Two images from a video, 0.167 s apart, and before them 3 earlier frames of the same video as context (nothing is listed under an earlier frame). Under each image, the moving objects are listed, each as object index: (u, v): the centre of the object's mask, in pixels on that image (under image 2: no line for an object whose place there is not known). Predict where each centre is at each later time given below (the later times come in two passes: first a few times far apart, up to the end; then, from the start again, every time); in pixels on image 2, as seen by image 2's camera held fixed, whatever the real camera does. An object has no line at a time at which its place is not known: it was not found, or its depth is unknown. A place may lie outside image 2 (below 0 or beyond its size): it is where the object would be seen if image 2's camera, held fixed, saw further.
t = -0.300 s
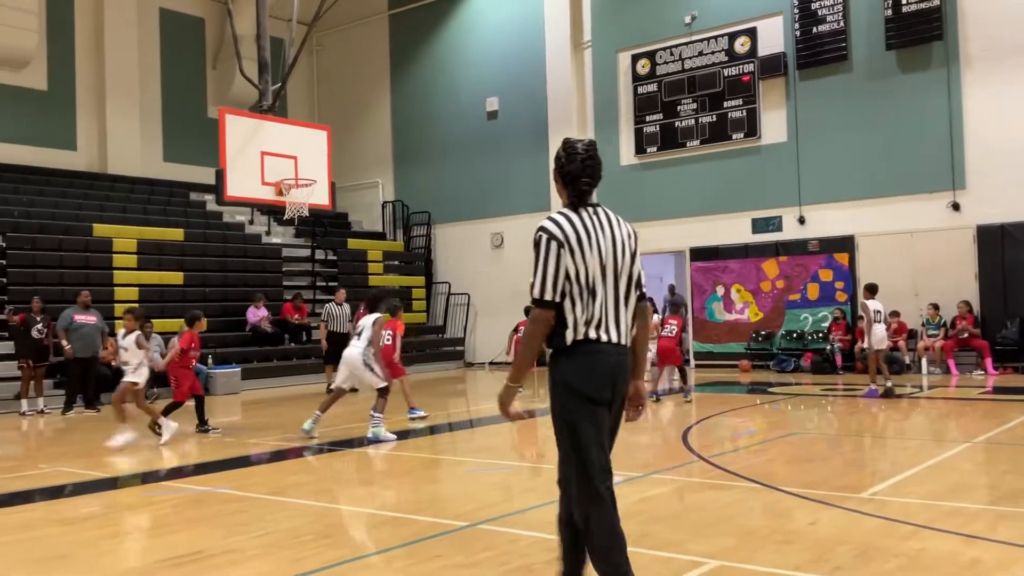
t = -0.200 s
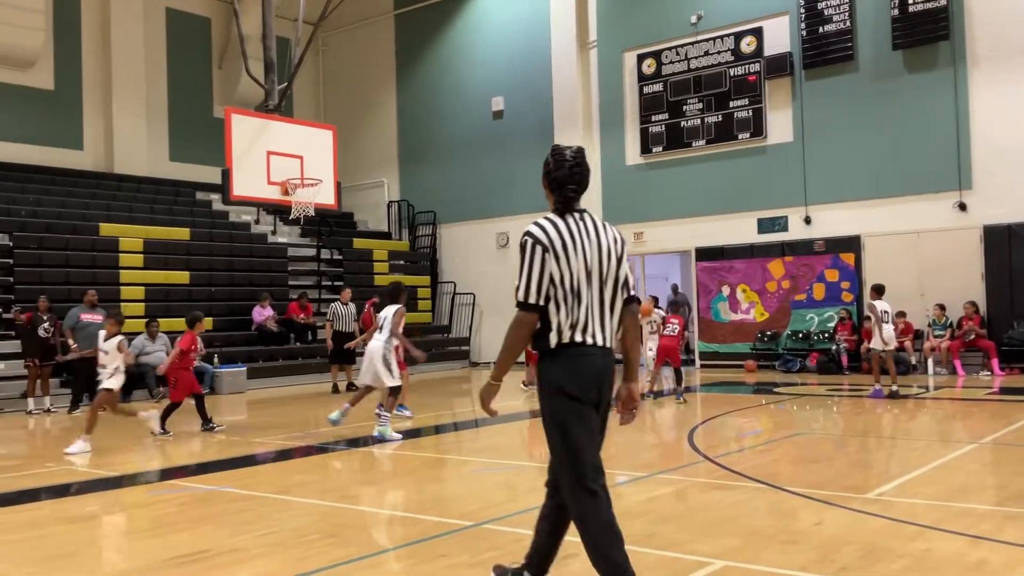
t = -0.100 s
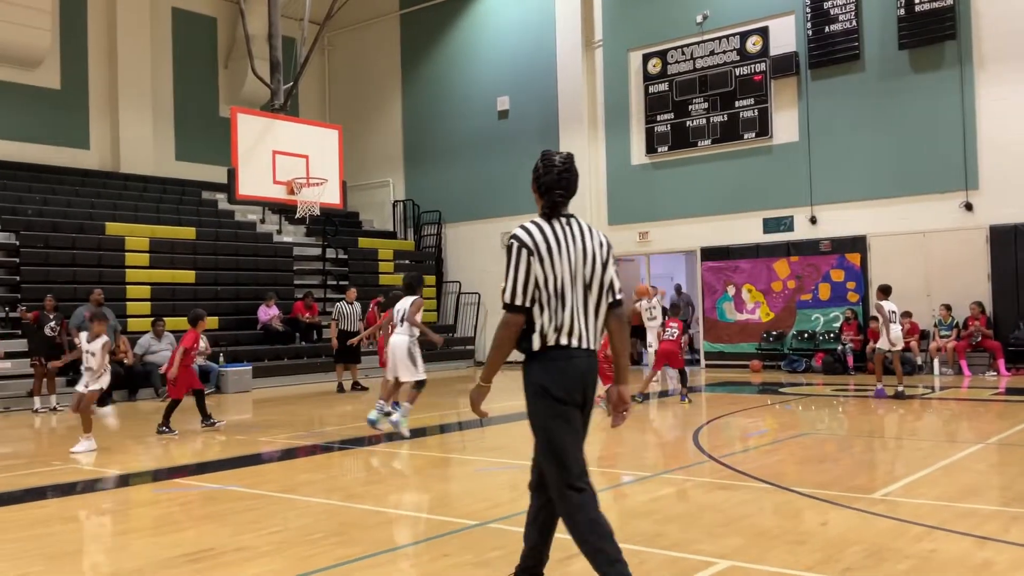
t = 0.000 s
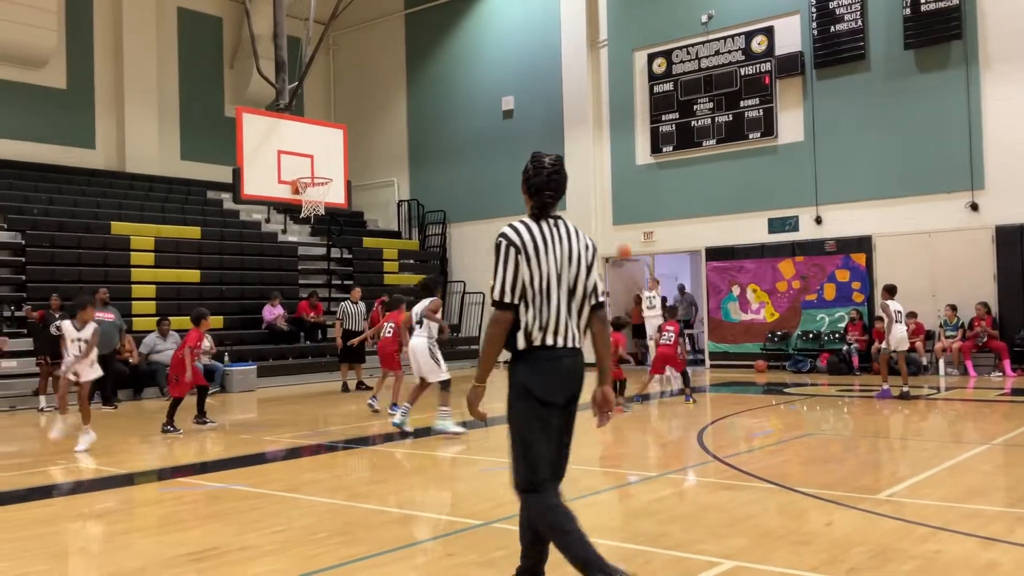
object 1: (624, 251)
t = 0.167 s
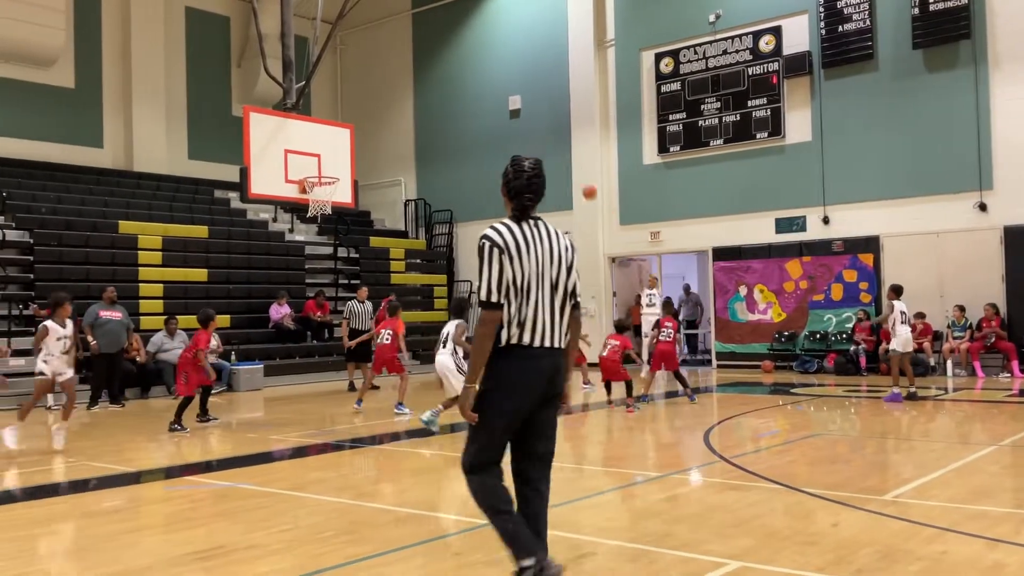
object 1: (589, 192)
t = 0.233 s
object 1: (572, 171)
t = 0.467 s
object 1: (510, 120)
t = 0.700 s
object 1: (446, 102)
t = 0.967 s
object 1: (367, 126)
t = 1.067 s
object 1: (336, 149)
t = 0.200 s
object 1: (581, 182)
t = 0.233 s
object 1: (572, 171)
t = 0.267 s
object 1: (562, 162)
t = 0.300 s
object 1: (555, 154)
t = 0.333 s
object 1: (547, 146)
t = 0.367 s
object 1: (537, 138)
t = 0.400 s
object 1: (529, 132)
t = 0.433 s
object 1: (520, 126)
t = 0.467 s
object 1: (510, 120)
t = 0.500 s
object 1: (502, 115)
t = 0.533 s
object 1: (493, 111)
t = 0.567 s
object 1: (483, 108)
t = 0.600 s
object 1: (475, 105)
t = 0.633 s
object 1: (465, 104)
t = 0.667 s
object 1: (455, 102)
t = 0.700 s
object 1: (446, 102)
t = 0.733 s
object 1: (436, 102)
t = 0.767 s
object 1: (427, 103)
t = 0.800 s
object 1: (417, 105)
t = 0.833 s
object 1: (407, 107)
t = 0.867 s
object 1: (397, 111)
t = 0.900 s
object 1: (387, 115)
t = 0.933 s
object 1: (377, 119)
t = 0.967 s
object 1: (367, 126)
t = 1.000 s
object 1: (358, 132)
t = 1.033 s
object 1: (345, 141)
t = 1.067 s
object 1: (336, 149)
